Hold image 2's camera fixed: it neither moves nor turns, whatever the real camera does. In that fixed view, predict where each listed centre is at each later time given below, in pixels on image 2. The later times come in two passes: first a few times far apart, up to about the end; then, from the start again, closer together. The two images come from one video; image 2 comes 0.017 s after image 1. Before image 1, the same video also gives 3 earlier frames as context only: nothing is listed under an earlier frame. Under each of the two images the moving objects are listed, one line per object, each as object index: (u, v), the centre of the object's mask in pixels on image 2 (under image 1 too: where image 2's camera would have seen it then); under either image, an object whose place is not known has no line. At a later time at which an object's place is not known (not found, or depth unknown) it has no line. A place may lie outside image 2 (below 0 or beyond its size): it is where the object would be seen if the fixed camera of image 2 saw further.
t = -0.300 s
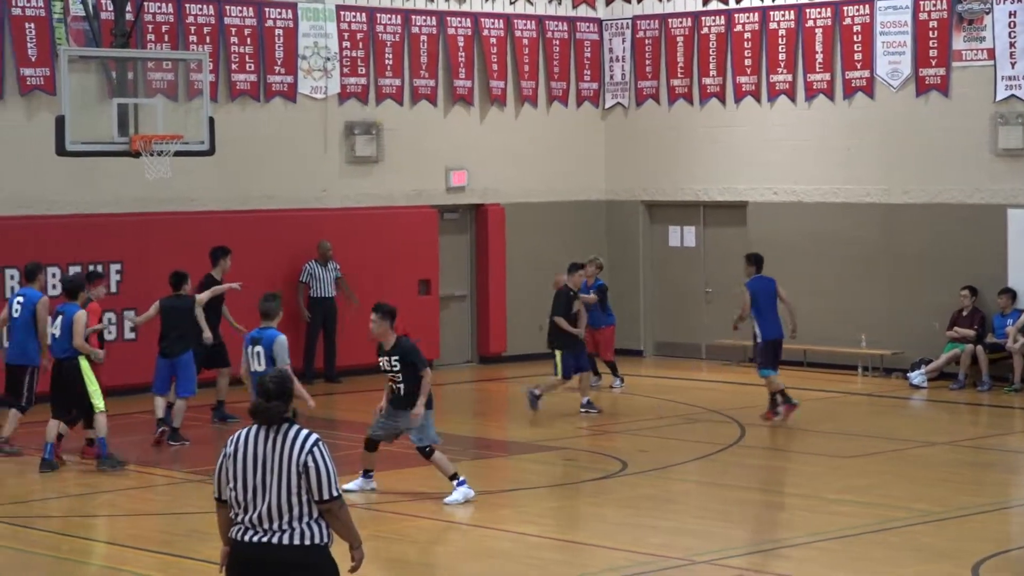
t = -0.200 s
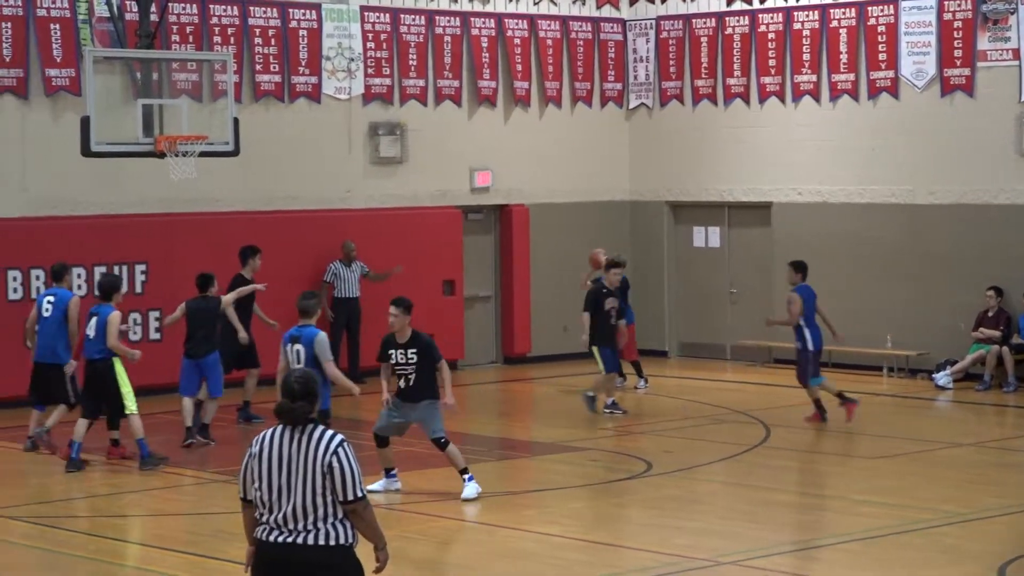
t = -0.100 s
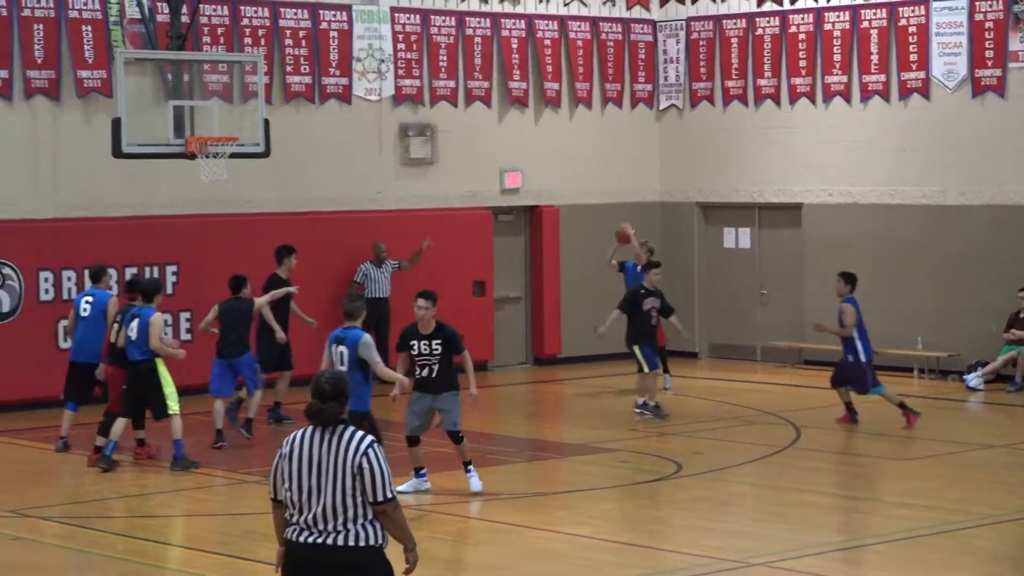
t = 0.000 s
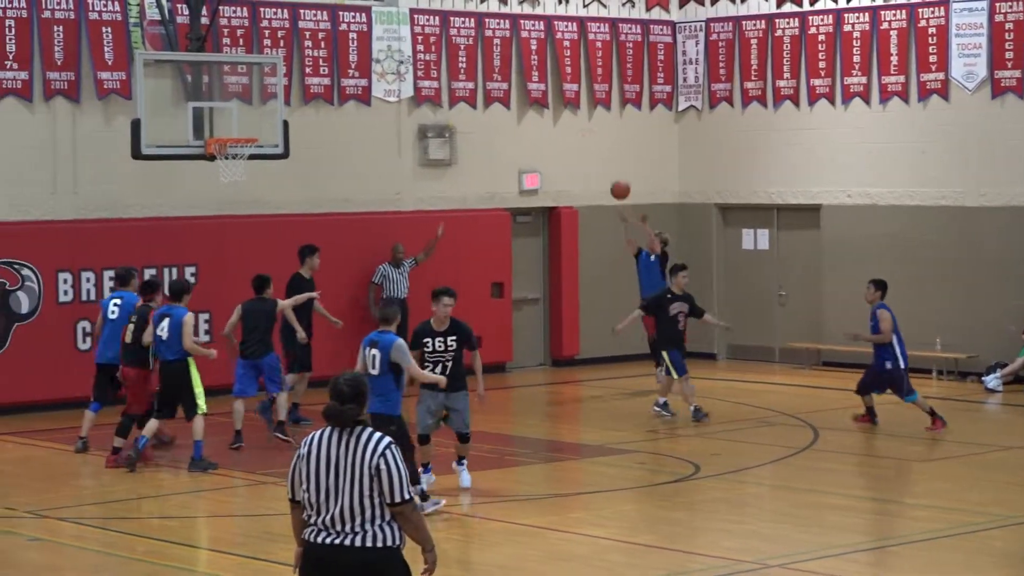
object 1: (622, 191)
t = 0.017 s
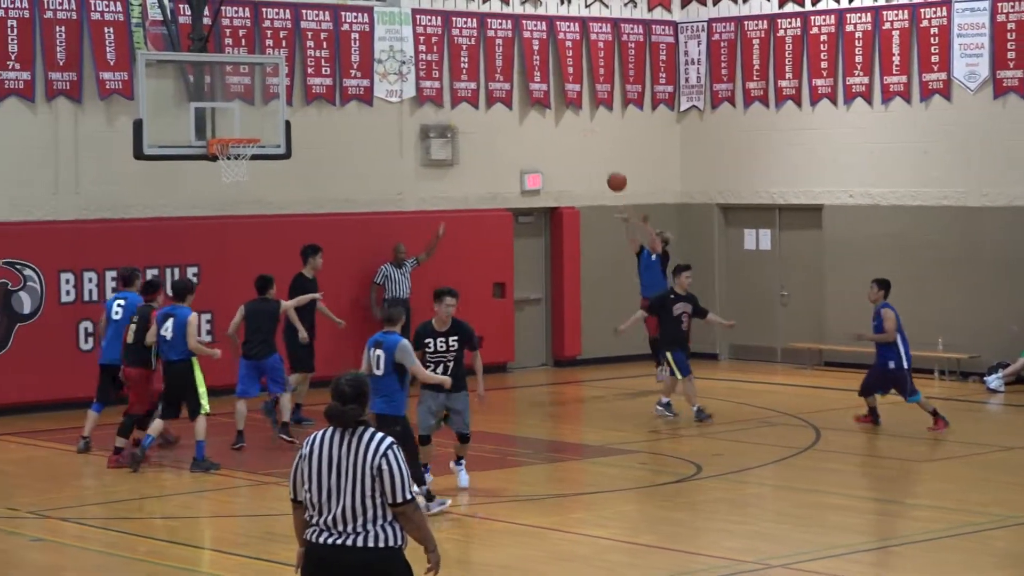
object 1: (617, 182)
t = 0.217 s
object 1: (557, 98)
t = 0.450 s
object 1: (478, 37)
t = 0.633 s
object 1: (413, 20)
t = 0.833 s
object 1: (342, 35)
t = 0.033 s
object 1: (612, 174)
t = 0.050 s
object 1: (606, 166)
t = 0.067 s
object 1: (601, 158)
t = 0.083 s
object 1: (596, 150)
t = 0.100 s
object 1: (591, 143)
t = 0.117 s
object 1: (585, 136)
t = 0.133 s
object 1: (580, 129)
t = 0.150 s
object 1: (575, 123)
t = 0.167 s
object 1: (570, 116)
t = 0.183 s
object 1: (565, 109)
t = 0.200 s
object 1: (560, 104)
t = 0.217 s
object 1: (557, 98)
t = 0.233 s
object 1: (549, 91)
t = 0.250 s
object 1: (544, 87)
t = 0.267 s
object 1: (539, 81)
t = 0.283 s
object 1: (532, 76)
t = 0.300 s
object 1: (527, 71)
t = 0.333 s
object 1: (517, 62)
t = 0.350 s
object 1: (511, 57)
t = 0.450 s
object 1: (478, 37)
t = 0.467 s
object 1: (471, 34)
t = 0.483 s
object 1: (466, 32)
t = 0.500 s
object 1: (461, 29)
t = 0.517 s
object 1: (459, 27)
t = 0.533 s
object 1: (450, 24)
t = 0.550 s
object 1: (443, 24)
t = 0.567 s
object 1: (437, 23)
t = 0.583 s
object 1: (432, 22)
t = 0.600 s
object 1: (425, 21)
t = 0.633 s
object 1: (413, 20)
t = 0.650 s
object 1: (407, 20)
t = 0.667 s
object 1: (402, 20)
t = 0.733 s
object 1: (380, 23)
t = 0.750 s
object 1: (372, 25)
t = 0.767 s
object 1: (365, 26)
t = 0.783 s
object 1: (360, 28)
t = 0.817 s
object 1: (349, 32)
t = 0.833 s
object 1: (342, 35)
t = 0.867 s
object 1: (329, 42)
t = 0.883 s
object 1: (324, 44)
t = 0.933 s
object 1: (304, 57)
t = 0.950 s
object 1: (298, 61)
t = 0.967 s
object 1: (292, 65)
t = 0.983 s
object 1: (285, 70)
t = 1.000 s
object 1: (279, 76)
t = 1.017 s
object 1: (273, 84)
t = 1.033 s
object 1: (267, 88)
